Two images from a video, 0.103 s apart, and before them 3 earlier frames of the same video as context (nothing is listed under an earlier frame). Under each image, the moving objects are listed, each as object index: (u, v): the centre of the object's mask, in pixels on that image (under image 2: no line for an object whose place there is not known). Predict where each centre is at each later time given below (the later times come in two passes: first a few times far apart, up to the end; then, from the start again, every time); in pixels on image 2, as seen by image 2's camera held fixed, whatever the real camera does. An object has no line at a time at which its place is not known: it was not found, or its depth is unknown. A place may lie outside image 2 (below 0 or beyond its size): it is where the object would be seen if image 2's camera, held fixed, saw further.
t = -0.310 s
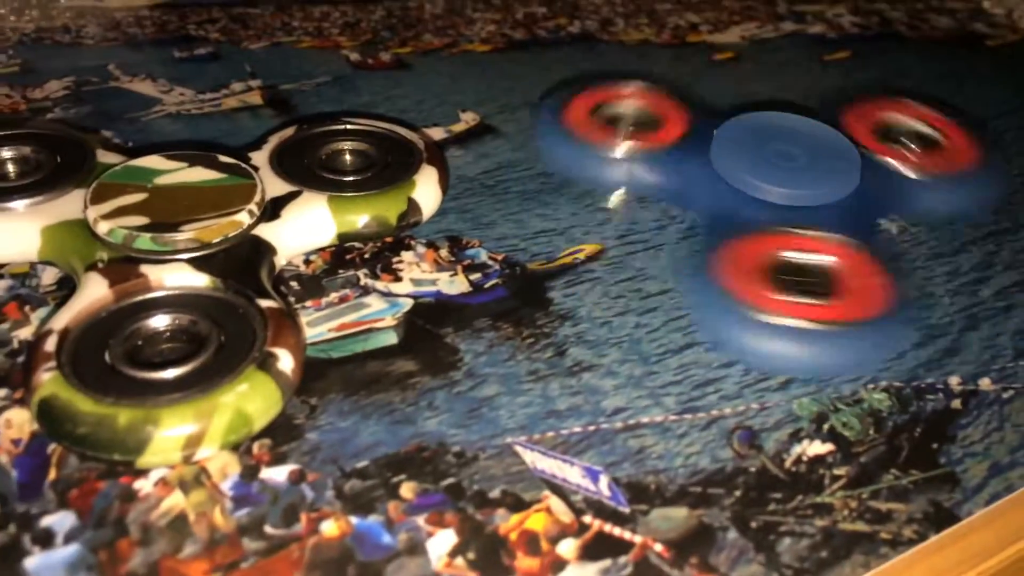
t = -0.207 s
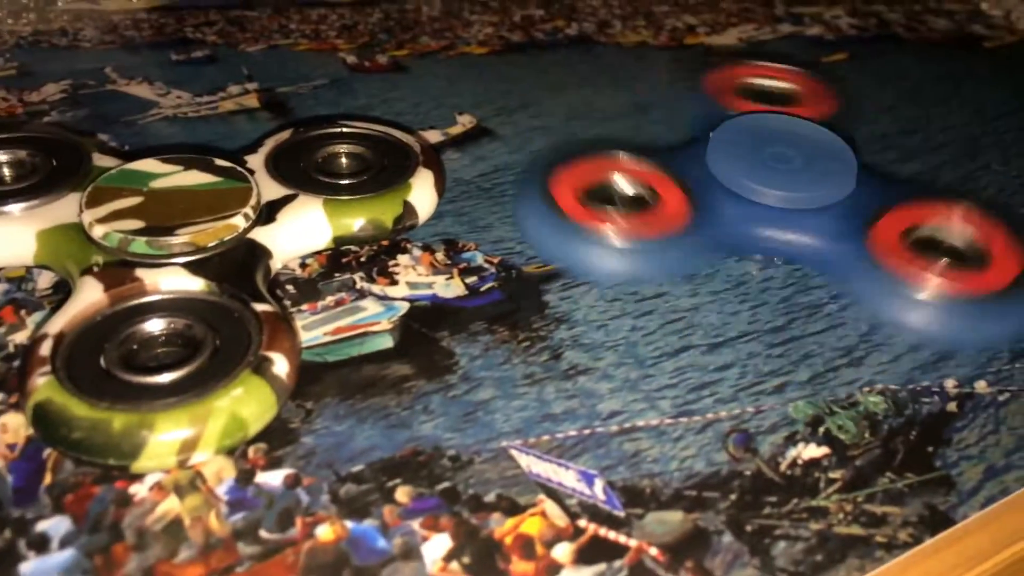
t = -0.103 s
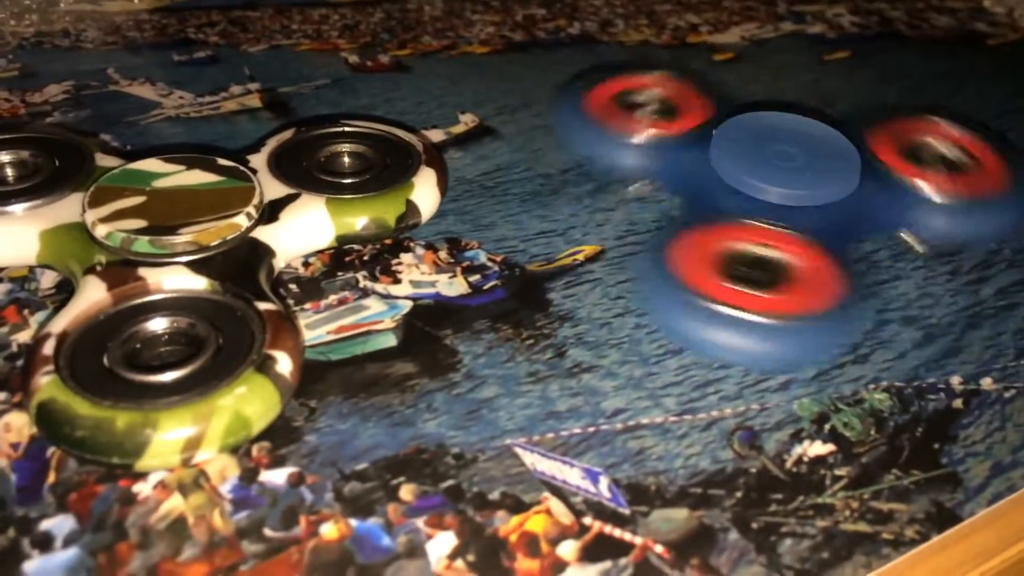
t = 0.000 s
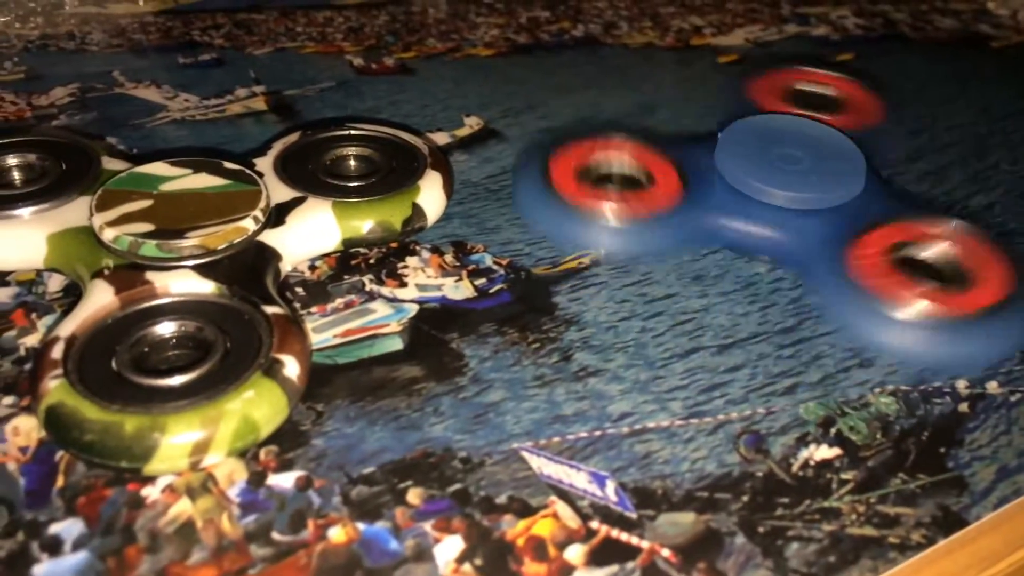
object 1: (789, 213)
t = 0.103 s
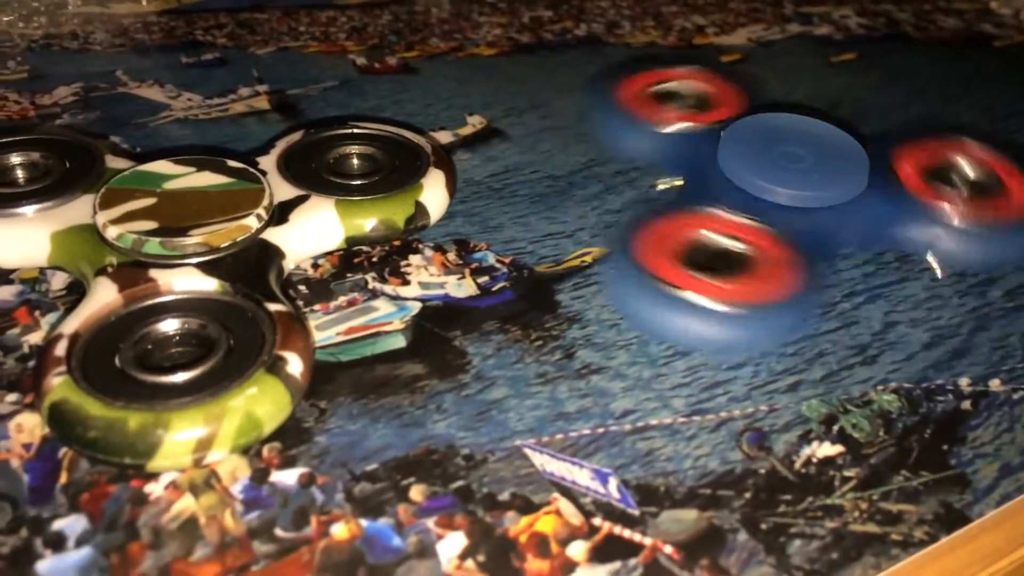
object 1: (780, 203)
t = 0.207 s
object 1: (790, 210)
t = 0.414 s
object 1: (786, 205)
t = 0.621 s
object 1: (778, 205)
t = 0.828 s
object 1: (771, 201)
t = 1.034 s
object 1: (768, 201)
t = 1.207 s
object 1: (767, 202)
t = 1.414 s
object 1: (776, 204)
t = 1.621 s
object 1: (766, 200)
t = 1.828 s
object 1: (759, 198)
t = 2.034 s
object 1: (765, 203)
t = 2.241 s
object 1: (778, 202)
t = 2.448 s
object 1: (782, 206)
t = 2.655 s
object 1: (779, 207)
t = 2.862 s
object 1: (775, 205)
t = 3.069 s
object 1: (777, 205)
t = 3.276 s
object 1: (776, 206)
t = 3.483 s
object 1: (760, 199)
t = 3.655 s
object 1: (768, 202)
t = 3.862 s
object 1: (767, 201)
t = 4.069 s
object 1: (768, 203)
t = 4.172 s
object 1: (784, 205)
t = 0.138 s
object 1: (780, 204)
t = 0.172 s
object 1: (787, 207)
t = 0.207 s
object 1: (790, 210)
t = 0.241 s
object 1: (784, 207)
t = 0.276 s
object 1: (778, 202)
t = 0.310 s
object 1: (781, 205)
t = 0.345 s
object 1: (790, 210)
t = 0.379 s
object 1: (789, 208)
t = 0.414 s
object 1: (786, 205)
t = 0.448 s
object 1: (779, 203)
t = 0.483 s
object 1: (776, 202)
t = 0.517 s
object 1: (785, 208)
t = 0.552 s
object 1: (791, 211)
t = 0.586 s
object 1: (784, 207)
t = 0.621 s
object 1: (778, 205)
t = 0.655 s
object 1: (773, 202)
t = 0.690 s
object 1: (777, 204)
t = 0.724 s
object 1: (787, 209)
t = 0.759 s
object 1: (789, 209)
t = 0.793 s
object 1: (782, 205)
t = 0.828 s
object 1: (771, 201)
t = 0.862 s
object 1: (768, 200)
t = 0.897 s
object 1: (780, 203)
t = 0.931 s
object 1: (791, 211)
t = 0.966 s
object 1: (788, 207)
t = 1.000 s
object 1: (774, 205)
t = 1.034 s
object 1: (768, 201)
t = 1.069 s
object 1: (768, 201)
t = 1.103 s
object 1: (783, 206)
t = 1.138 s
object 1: (788, 211)
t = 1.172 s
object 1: (779, 206)
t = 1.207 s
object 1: (767, 202)
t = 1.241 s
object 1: (764, 200)
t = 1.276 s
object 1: (772, 204)
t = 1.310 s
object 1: (791, 208)
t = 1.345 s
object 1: (774, 203)
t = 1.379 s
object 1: (770, 201)
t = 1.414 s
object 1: (776, 204)
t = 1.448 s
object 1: (786, 207)
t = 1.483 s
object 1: (791, 209)
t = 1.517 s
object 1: (784, 207)
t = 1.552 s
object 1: (771, 202)
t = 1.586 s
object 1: (766, 200)
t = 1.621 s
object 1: (766, 200)
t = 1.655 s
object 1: (779, 203)
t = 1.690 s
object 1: (791, 209)
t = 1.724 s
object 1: (773, 207)
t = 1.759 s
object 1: (758, 200)
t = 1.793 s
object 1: (753, 196)
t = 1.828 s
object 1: (759, 198)
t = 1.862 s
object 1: (778, 203)
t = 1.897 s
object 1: (782, 208)
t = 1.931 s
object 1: (767, 205)
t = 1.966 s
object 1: (756, 203)
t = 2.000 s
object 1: (755, 202)
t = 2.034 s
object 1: (765, 203)
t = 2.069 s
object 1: (784, 204)
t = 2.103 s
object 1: (775, 208)
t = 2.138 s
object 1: (757, 205)
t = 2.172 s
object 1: (749, 198)
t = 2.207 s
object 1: (757, 196)
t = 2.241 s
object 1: (778, 202)
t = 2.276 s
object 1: (786, 210)
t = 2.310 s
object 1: (757, 200)
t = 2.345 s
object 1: (754, 198)
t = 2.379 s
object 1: (767, 199)
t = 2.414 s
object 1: (787, 204)
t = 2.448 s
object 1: (782, 206)
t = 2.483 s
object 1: (767, 203)
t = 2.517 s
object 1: (757, 199)
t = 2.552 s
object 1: (761, 198)
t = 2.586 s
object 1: (773, 199)
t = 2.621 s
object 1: (791, 206)
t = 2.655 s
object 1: (779, 207)
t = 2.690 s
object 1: (765, 201)
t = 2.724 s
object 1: (758, 198)
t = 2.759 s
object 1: (764, 200)
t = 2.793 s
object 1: (781, 204)
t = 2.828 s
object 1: (790, 209)
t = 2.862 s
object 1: (775, 205)
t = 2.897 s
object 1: (764, 201)
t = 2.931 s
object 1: (760, 197)
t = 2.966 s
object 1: (769, 201)
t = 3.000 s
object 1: (785, 206)
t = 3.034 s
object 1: (789, 207)
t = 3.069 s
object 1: (777, 205)
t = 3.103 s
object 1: (767, 200)
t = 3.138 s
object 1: (766, 201)
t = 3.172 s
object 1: (778, 203)
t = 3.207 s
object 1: (791, 208)
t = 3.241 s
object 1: (788, 206)
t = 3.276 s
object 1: (776, 206)
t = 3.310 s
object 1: (767, 199)
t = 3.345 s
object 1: (779, 204)
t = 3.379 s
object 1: (792, 209)
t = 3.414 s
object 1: (784, 207)
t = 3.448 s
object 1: (771, 203)
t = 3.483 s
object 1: (760, 199)
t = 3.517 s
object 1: (763, 197)
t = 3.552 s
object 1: (777, 201)
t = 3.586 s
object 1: (793, 207)
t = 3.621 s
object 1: (782, 207)
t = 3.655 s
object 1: (768, 202)
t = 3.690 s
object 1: (761, 199)
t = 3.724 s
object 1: (765, 198)
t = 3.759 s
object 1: (781, 202)
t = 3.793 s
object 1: (794, 208)
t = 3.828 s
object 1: (782, 206)
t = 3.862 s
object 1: (767, 201)
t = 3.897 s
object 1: (762, 199)
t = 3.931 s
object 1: (767, 200)
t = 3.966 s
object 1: (782, 207)
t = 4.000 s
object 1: (791, 209)
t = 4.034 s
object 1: (779, 206)
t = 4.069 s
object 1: (768, 203)
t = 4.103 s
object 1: (765, 201)
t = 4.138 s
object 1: (771, 200)
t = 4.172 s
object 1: (784, 205)
